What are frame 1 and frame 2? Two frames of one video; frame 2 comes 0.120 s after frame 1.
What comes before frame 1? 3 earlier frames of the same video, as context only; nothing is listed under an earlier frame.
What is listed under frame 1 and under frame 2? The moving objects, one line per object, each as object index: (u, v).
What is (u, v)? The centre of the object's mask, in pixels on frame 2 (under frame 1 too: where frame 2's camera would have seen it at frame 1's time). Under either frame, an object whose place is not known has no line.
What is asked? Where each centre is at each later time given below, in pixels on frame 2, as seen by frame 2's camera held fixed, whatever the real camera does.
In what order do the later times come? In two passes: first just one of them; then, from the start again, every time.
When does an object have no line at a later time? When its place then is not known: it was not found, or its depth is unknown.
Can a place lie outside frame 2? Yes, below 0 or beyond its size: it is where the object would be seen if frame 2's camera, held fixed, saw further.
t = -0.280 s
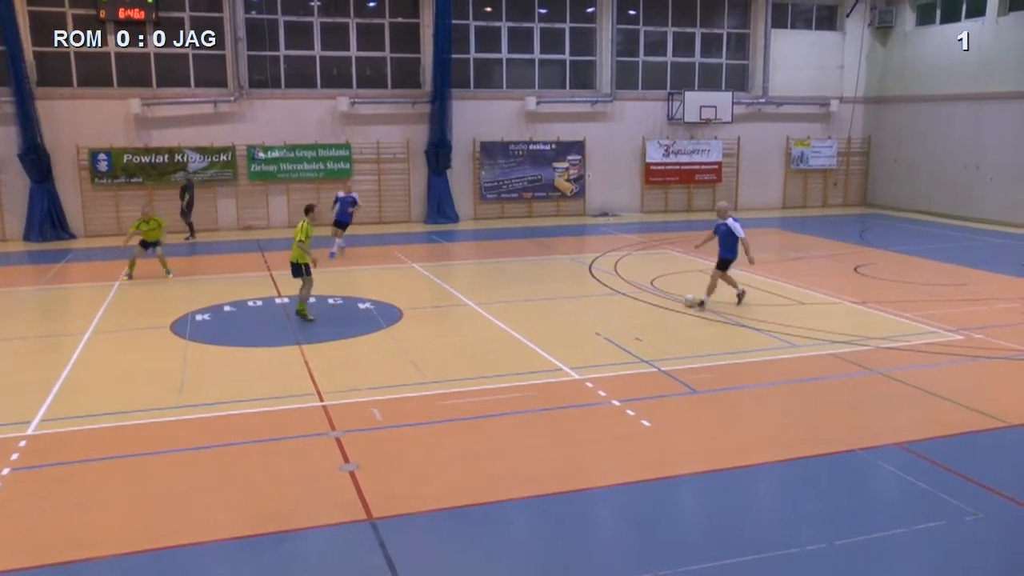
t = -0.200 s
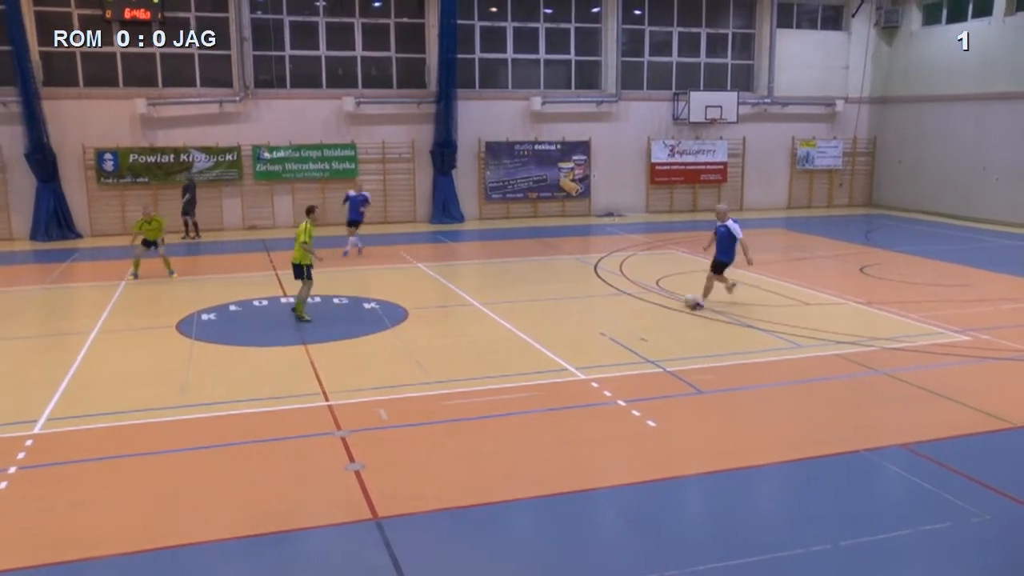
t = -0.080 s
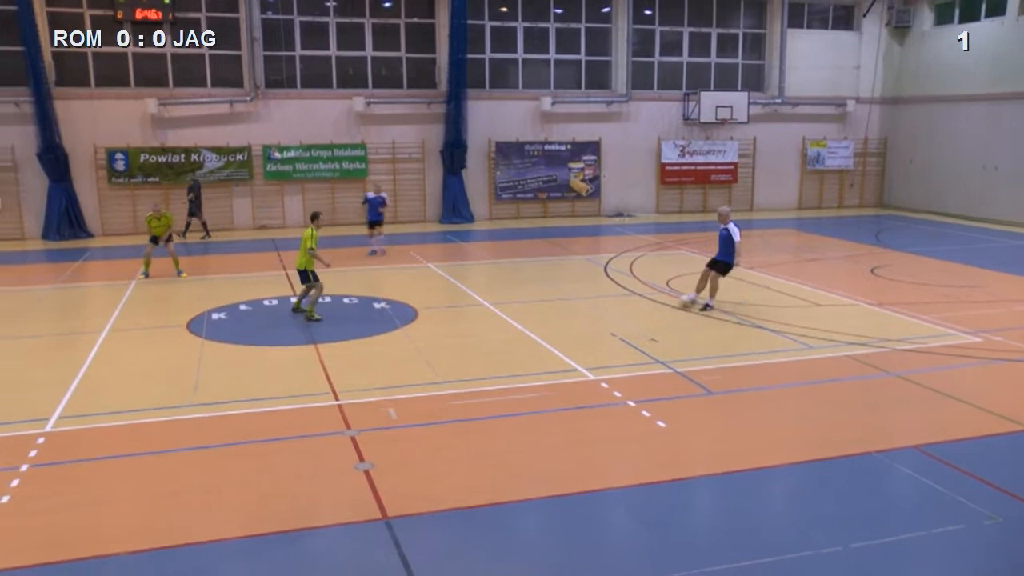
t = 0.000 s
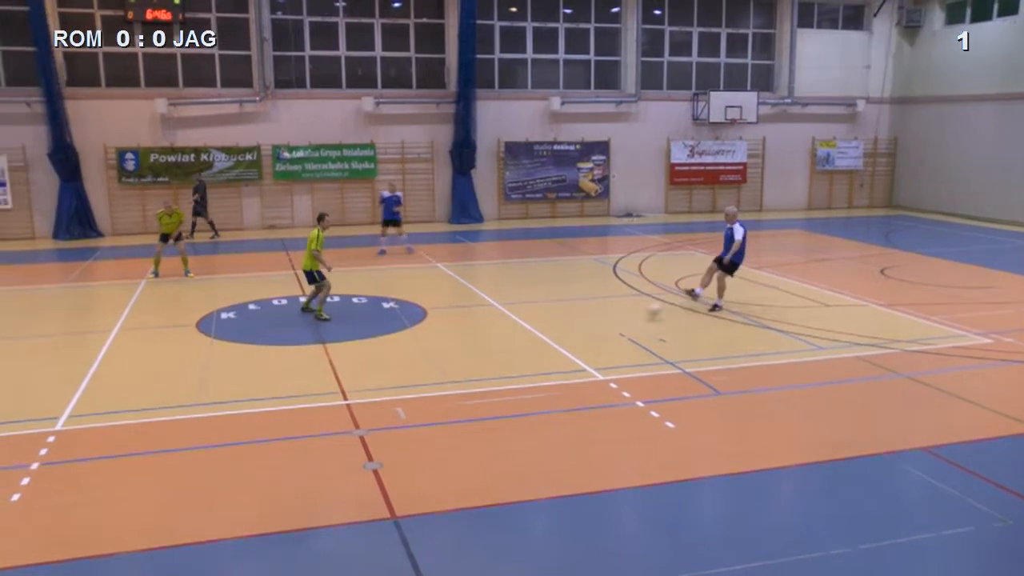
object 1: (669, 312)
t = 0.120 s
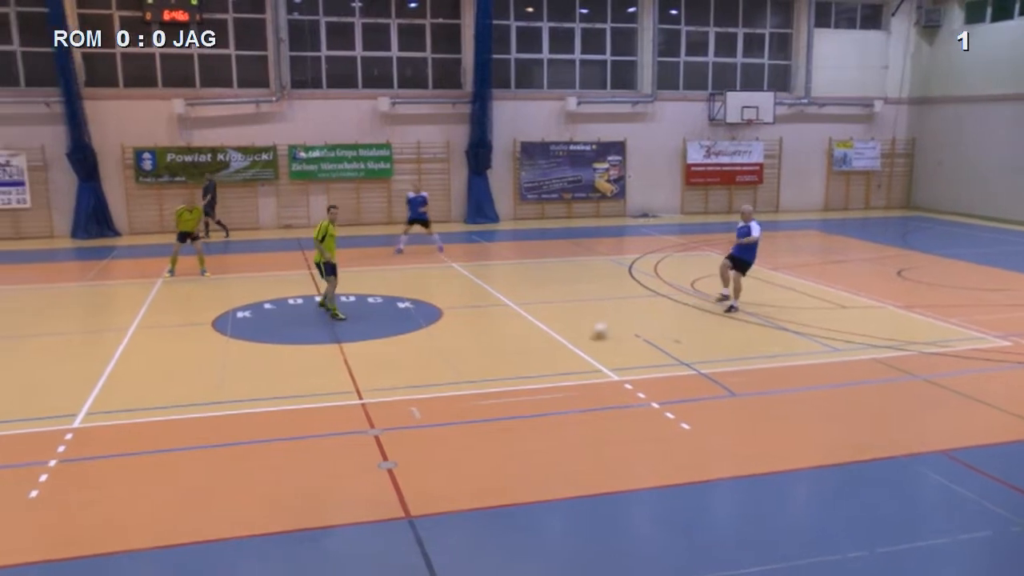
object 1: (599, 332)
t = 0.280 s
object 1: (499, 359)
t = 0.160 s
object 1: (576, 337)
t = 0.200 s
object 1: (549, 344)
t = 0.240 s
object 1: (524, 352)
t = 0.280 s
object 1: (499, 359)
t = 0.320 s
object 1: (471, 365)
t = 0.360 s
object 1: (441, 374)
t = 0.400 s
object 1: (412, 382)
